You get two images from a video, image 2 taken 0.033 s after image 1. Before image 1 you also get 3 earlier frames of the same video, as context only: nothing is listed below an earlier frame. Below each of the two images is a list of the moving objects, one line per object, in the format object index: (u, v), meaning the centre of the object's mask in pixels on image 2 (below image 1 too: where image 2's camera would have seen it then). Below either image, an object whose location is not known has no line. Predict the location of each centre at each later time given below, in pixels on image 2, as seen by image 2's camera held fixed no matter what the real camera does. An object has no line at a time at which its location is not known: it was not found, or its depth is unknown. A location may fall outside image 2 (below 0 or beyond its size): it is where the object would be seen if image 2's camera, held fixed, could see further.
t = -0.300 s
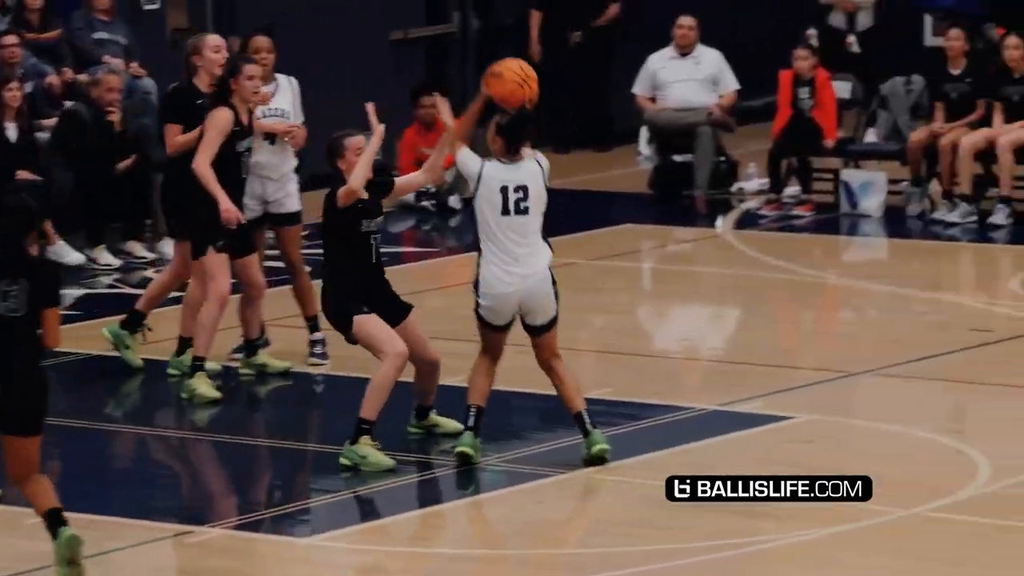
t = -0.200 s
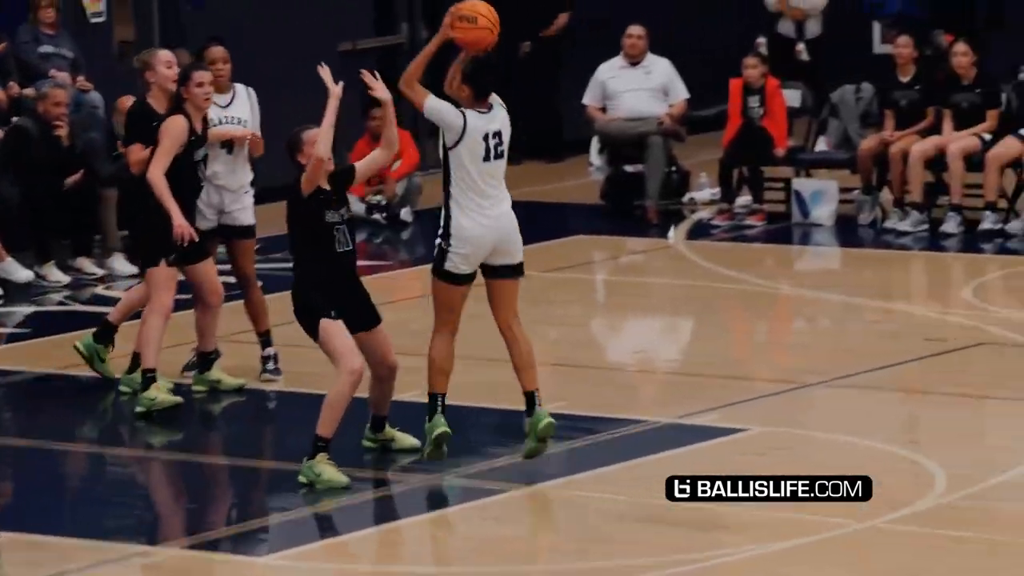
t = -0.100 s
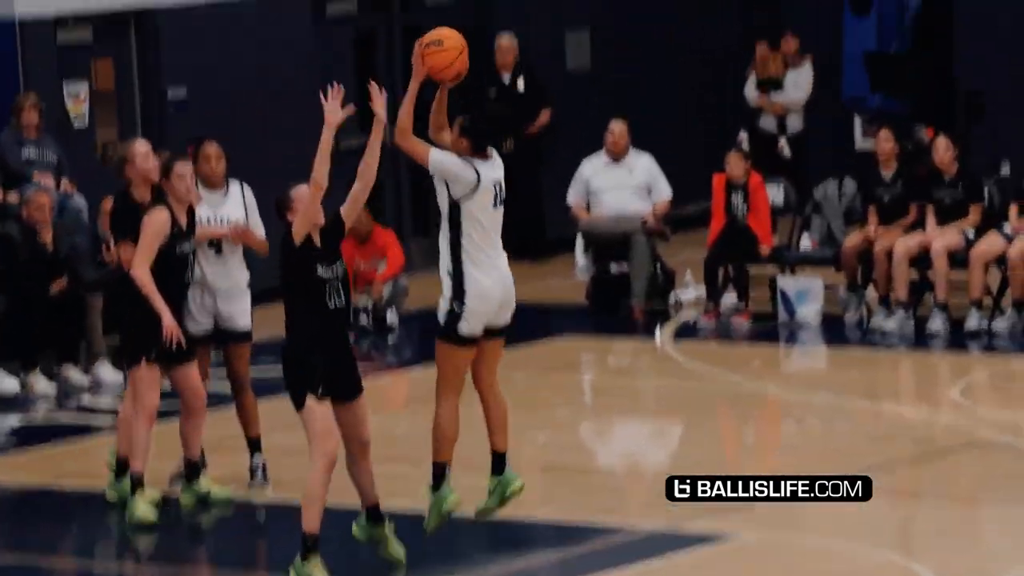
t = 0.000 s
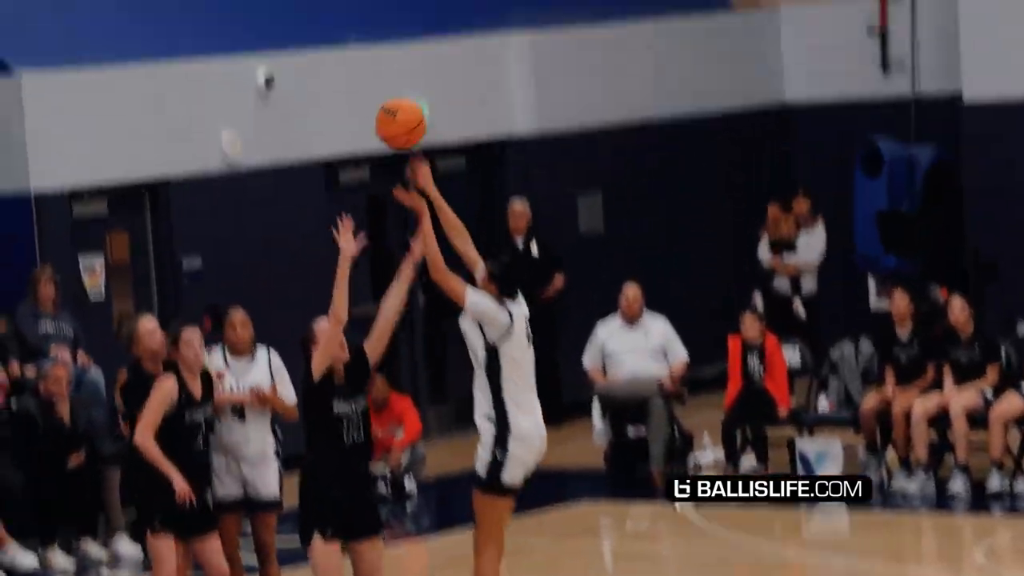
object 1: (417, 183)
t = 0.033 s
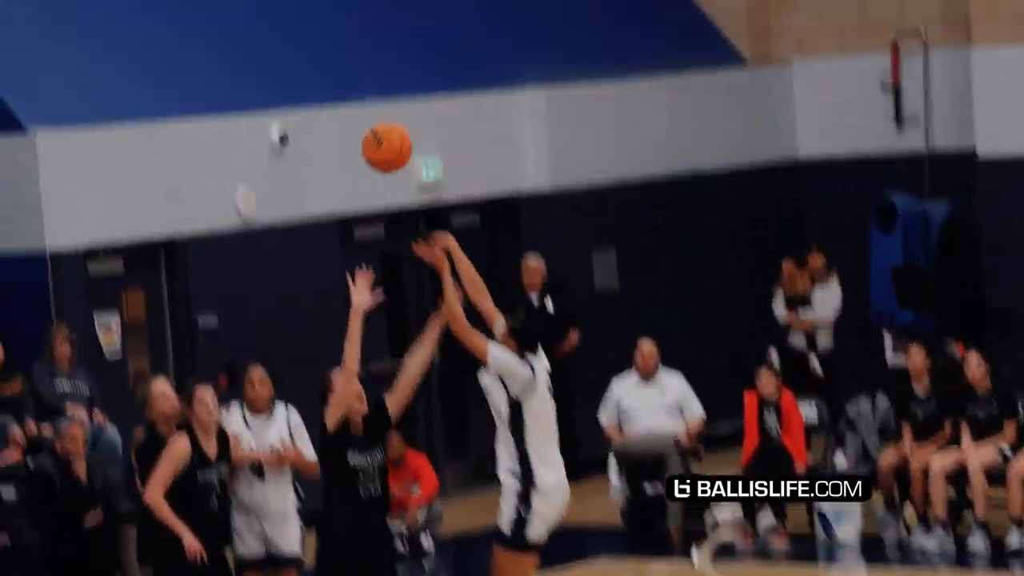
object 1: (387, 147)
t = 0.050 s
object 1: (373, 132)
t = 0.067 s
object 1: (359, 117)
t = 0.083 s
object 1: (345, 103)
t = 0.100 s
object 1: (331, 90)
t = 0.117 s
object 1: (318, 78)
